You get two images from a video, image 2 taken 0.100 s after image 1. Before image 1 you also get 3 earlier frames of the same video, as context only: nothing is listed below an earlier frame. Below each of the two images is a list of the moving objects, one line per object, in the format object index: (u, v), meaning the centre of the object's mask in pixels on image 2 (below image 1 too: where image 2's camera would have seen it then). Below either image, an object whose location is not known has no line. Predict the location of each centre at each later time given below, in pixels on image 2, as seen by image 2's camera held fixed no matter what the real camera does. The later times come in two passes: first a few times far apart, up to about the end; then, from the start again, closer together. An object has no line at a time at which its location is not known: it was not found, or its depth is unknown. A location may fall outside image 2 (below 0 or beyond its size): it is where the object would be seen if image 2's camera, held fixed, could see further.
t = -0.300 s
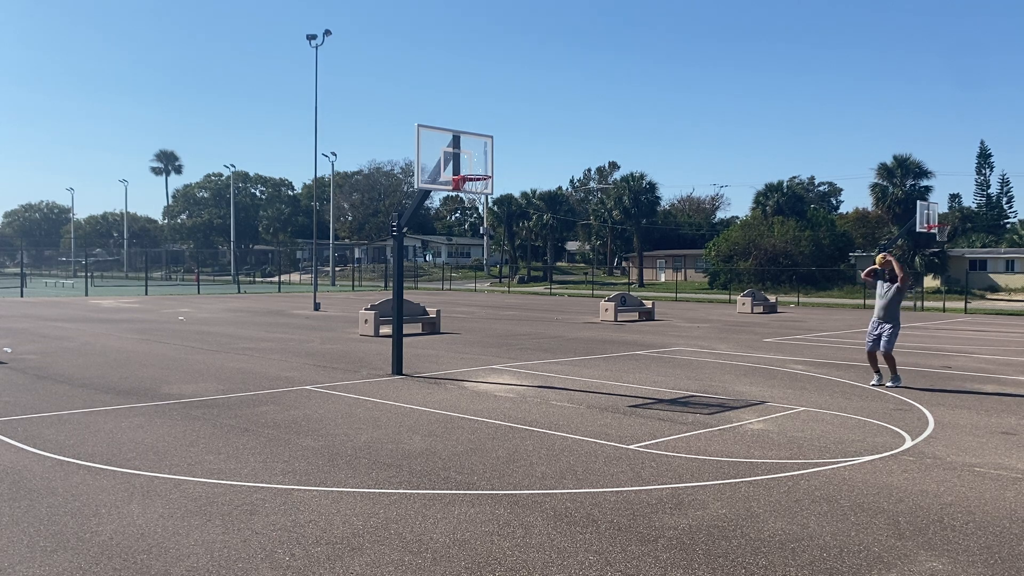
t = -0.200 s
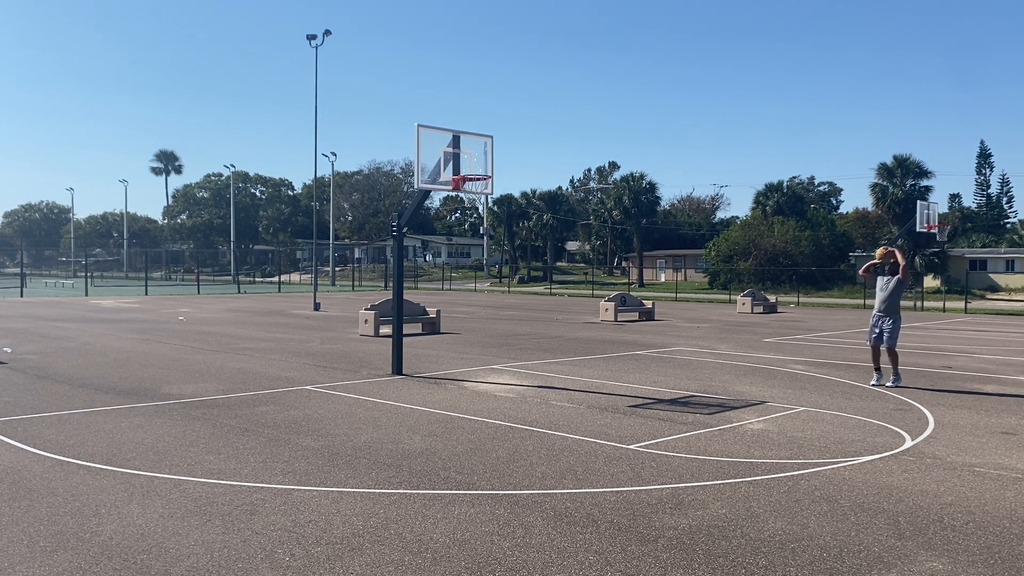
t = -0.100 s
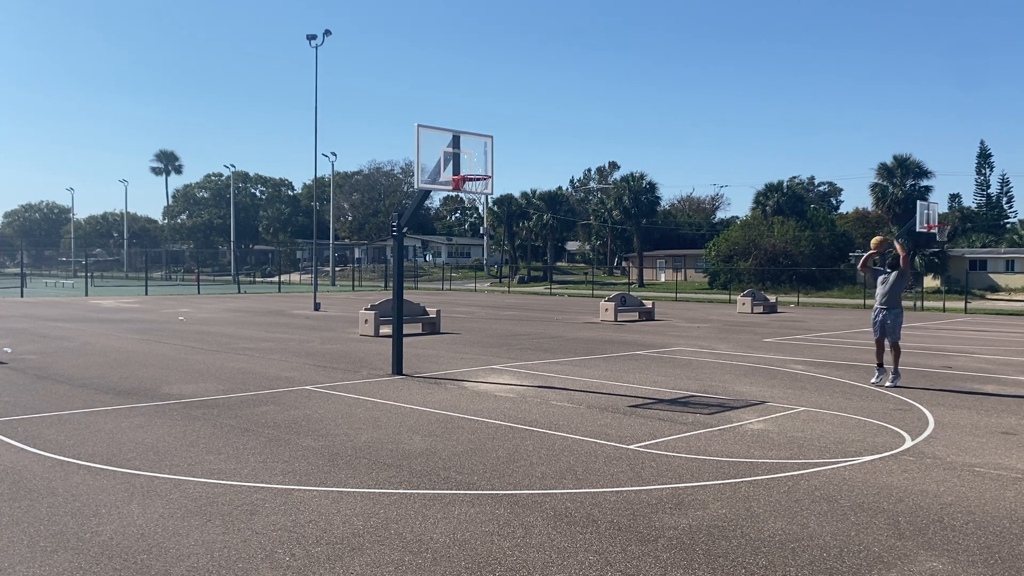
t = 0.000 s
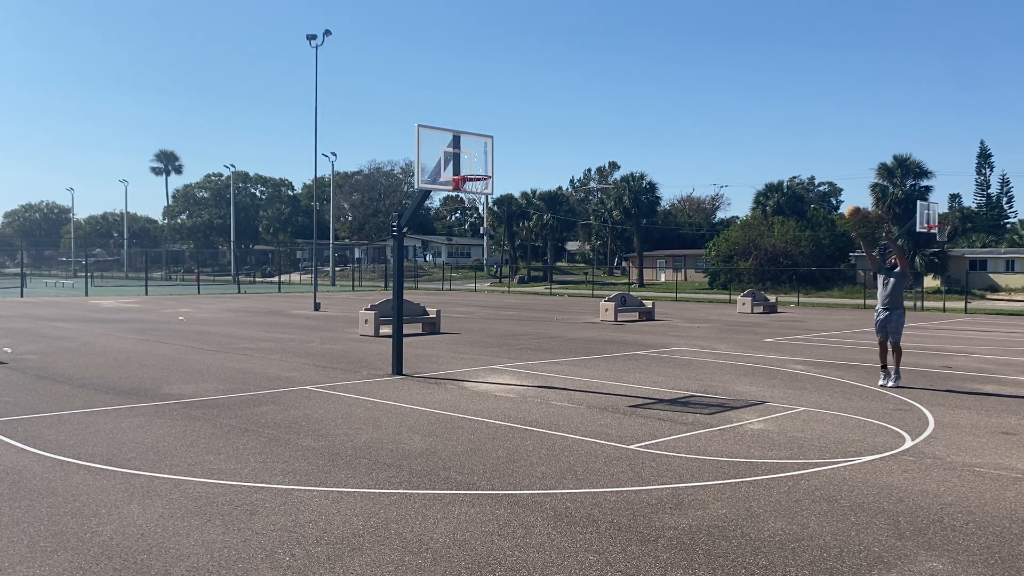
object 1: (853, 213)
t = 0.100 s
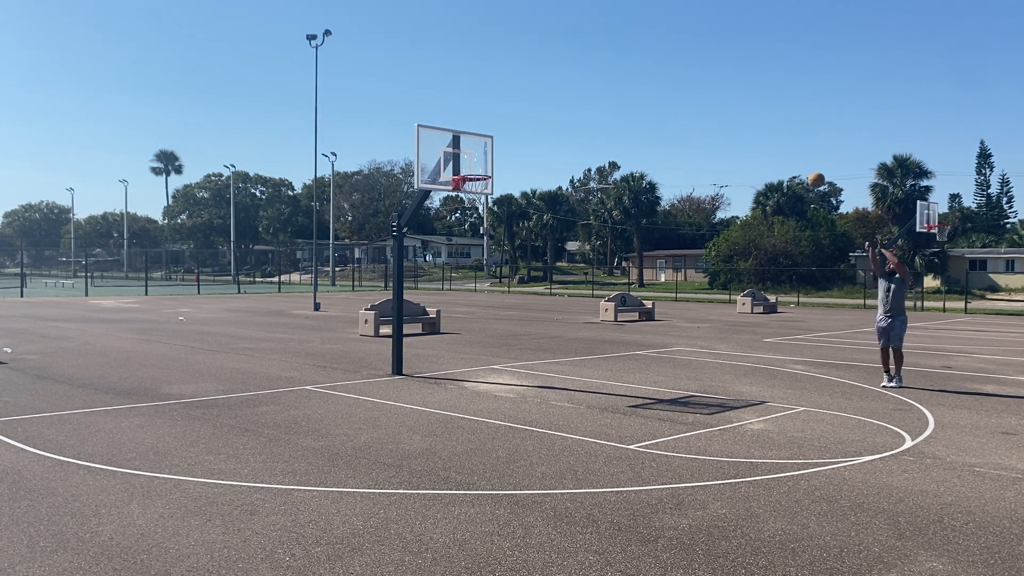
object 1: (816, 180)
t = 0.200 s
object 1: (779, 154)
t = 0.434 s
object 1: (691, 117)
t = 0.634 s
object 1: (615, 113)
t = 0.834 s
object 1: (538, 136)
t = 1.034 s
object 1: (467, 185)
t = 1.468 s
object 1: (497, 320)
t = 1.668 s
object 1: (516, 363)
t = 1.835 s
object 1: (543, 307)
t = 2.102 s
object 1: (586, 261)
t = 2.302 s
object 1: (618, 262)
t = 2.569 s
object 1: (658, 307)
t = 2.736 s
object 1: (681, 361)
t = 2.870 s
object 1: (698, 372)
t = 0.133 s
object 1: (804, 171)
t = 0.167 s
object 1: (791, 162)
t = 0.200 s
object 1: (779, 154)
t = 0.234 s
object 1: (767, 146)
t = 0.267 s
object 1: (754, 140)
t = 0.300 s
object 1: (741, 134)
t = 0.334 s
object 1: (729, 128)
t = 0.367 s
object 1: (716, 124)
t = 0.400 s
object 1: (704, 120)
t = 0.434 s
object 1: (691, 117)
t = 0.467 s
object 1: (678, 114)
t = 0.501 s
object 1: (666, 113)
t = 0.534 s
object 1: (653, 112)
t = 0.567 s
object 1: (640, 112)
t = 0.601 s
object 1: (627, 112)
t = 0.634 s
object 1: (615, 113)
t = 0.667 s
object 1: (602, 115)
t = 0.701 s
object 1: (589, 118)
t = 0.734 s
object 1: (576, 122)
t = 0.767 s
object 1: (563, 126)
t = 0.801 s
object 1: (551, 131)
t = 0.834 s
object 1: (538, 136)
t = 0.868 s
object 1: (525, 143)
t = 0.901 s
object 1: (512, 150)
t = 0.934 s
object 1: (499, 158)
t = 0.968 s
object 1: (486, 166)
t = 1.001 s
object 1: (474, 175)
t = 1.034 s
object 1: (467, 185)
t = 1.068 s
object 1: (468, 195)
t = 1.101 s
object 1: (471, 199)
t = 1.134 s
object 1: (473, 208)
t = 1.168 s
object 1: (476, 215)
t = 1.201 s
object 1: (478, 223)
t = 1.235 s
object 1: (481, 232)
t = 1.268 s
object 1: (484, 242)
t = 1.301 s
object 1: (486, 254)
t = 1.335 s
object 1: (488, 265)
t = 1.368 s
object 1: (491, 277)
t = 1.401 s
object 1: (493, 291)
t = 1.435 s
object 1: (495, 305)
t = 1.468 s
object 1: (497, 320)
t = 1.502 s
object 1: (499, 336)
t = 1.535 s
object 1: (501, 353)
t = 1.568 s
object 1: (503, 370)
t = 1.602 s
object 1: (505, 388)
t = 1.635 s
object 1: (510, 376)
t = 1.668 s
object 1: (516, 363)
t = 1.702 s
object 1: (521, 350)
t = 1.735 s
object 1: (527, 338)
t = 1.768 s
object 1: (532, 326)
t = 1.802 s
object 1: (538, 316)
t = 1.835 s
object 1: (543, 307)
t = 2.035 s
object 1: (576, 268)
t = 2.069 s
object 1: (581, 265)
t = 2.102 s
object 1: (586, 261)
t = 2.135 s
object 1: (592, 259)
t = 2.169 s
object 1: (597, 258)
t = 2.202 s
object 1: (602, 259)
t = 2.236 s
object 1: (607, 259)
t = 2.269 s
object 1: (613, 260)
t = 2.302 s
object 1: (618, 262)
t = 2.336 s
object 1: (623, 265)
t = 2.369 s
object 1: (628, 268)
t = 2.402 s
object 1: (632, 273)
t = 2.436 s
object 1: (638, 278)
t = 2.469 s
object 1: (643, 284)
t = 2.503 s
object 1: (648, 291)
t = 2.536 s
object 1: (653, 298)
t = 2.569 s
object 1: (658, 307)
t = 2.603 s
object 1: (663, 316)
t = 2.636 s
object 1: (667, 326)
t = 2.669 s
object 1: (672, 336)
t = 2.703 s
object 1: (676, 348)
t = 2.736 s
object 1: (681, 361)
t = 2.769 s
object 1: (685, 374)
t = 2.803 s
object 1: (690, 388)
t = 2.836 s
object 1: (694, 382)
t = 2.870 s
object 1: (698, 372)
